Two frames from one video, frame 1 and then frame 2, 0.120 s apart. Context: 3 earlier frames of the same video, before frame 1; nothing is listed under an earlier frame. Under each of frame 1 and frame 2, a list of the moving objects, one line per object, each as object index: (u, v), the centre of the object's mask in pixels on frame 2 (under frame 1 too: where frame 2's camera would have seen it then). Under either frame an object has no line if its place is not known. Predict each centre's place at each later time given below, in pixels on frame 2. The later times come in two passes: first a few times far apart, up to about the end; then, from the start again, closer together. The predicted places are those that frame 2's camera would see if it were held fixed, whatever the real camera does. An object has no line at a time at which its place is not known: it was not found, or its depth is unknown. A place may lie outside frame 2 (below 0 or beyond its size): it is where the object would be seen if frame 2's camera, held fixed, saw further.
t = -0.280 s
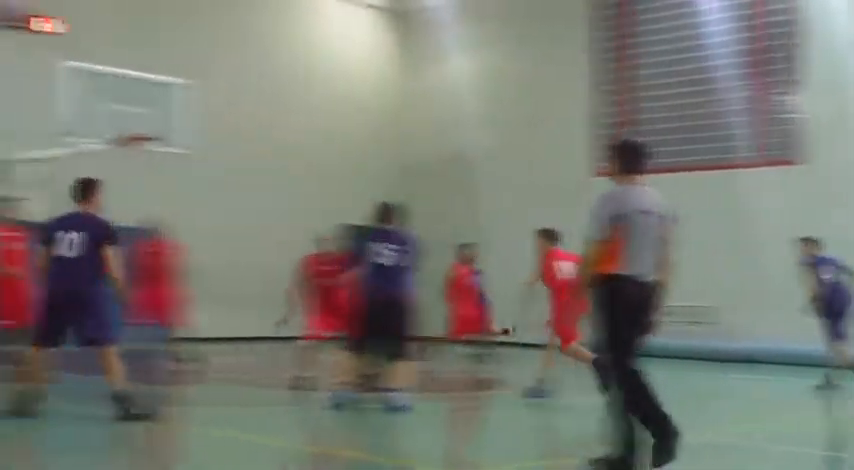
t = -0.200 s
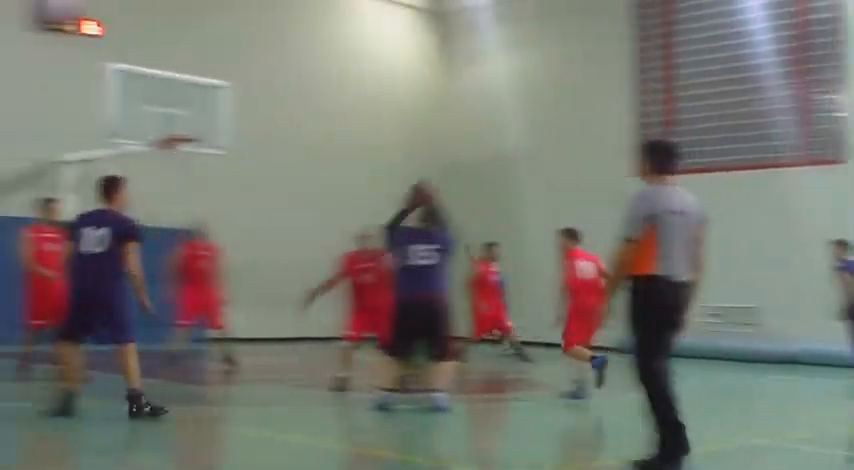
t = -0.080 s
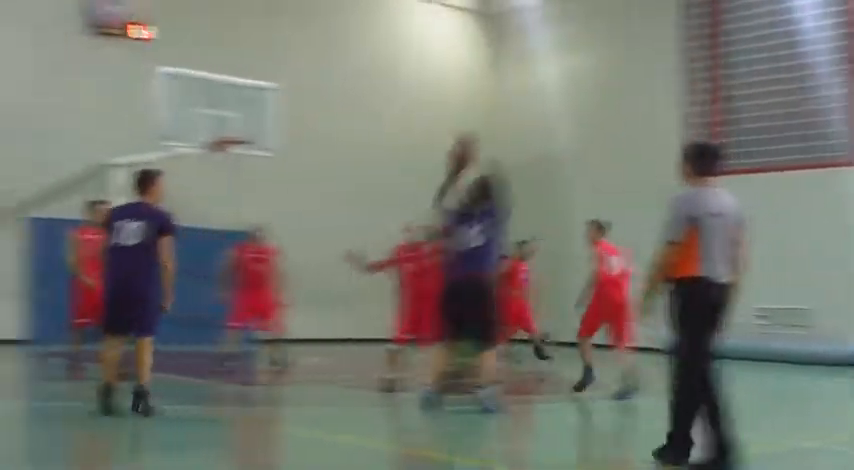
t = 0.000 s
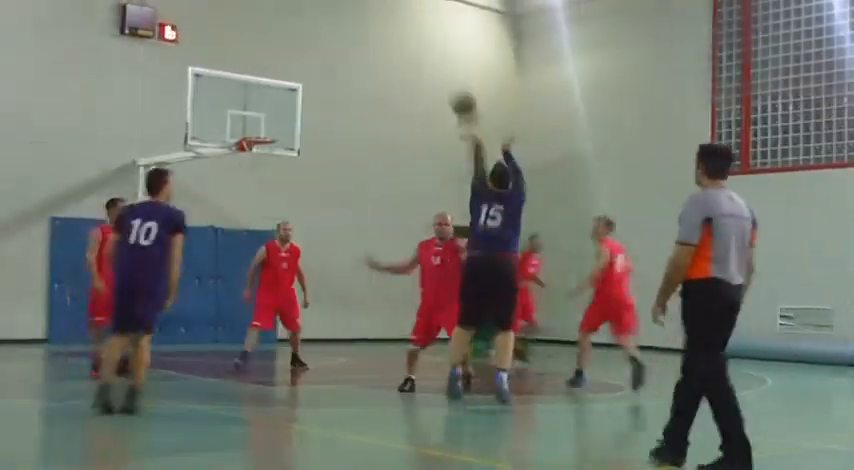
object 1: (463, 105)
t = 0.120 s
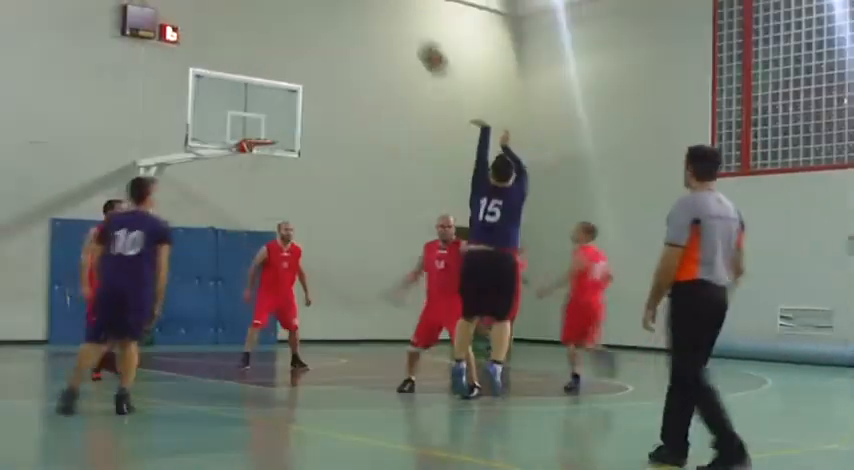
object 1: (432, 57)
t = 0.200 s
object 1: (411, 34)
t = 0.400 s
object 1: (367, 9)
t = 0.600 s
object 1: (327, 18)
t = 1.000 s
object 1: (259, 121)
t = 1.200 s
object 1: (245, 105)
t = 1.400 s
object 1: (263, 88)
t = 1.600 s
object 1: (283, 97)
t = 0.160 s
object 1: (419, 43)
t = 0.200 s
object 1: (411, 34)
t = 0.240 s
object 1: (402, 26)
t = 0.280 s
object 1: (393, 19)
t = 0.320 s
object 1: (383, 13)
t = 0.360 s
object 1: (375, 10)
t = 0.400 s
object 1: (367, 9)
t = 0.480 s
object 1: (350, 9)
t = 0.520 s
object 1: (342, 10)
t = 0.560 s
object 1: (334, 12)
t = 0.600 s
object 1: (327, 18)
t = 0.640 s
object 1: (319, 24)
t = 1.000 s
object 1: (259, 121)
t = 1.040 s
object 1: (254, 129)
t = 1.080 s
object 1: (251, 123)
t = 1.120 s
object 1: (249, 115)
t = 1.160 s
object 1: (246, 110)
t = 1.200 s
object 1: (245, 105)
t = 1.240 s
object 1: (247, 100)
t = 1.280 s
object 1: (251, 96)
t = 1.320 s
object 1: (255, 92)
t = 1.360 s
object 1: (259, 89)
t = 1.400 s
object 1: (263, 88)
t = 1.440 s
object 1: (267, 87)
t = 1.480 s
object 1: (270, 88)
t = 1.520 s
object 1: (275, 90)
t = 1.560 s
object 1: (278, 93)
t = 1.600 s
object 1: (283, 97)
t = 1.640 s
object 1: (285, 103)
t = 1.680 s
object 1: (289, 108)
